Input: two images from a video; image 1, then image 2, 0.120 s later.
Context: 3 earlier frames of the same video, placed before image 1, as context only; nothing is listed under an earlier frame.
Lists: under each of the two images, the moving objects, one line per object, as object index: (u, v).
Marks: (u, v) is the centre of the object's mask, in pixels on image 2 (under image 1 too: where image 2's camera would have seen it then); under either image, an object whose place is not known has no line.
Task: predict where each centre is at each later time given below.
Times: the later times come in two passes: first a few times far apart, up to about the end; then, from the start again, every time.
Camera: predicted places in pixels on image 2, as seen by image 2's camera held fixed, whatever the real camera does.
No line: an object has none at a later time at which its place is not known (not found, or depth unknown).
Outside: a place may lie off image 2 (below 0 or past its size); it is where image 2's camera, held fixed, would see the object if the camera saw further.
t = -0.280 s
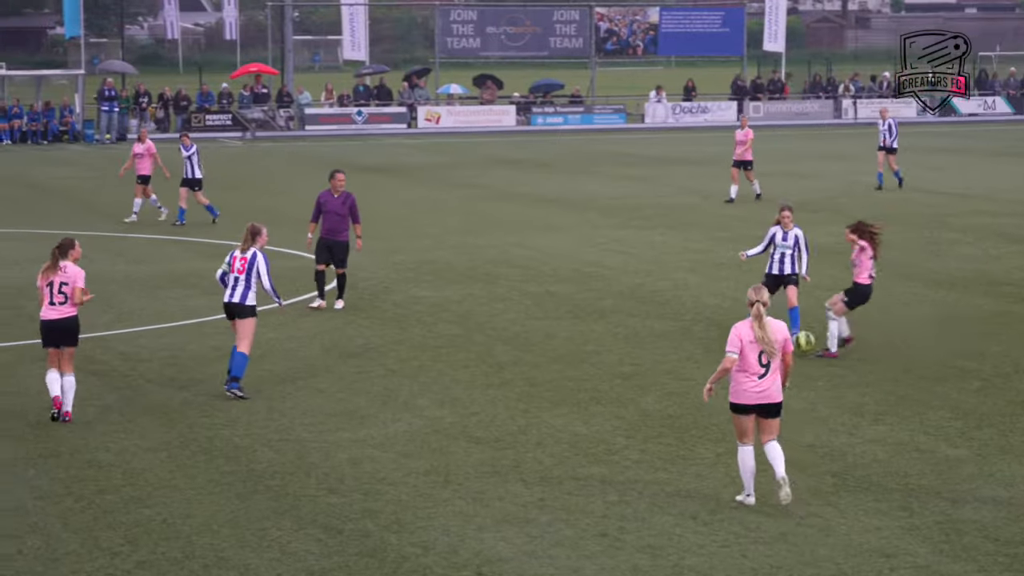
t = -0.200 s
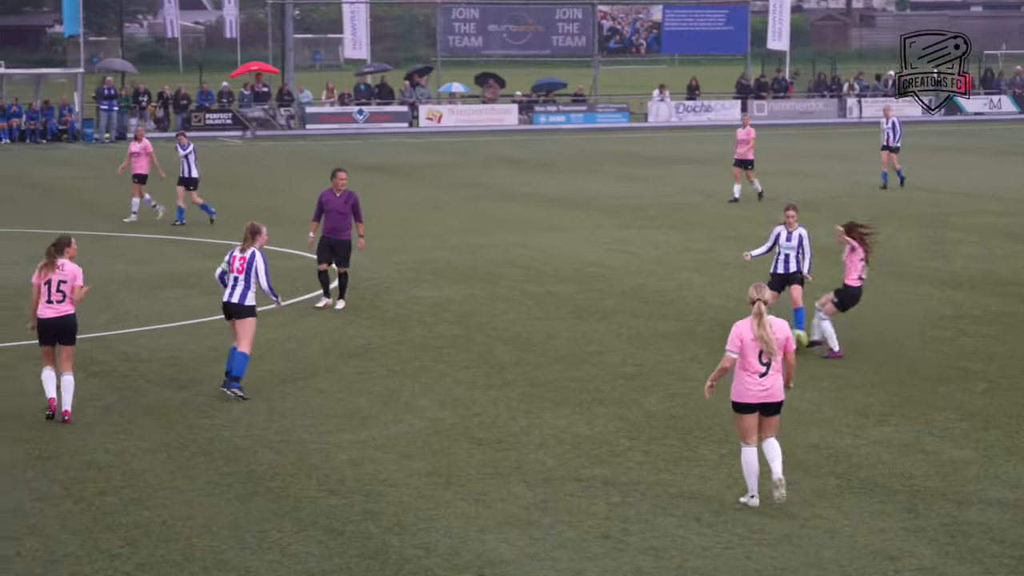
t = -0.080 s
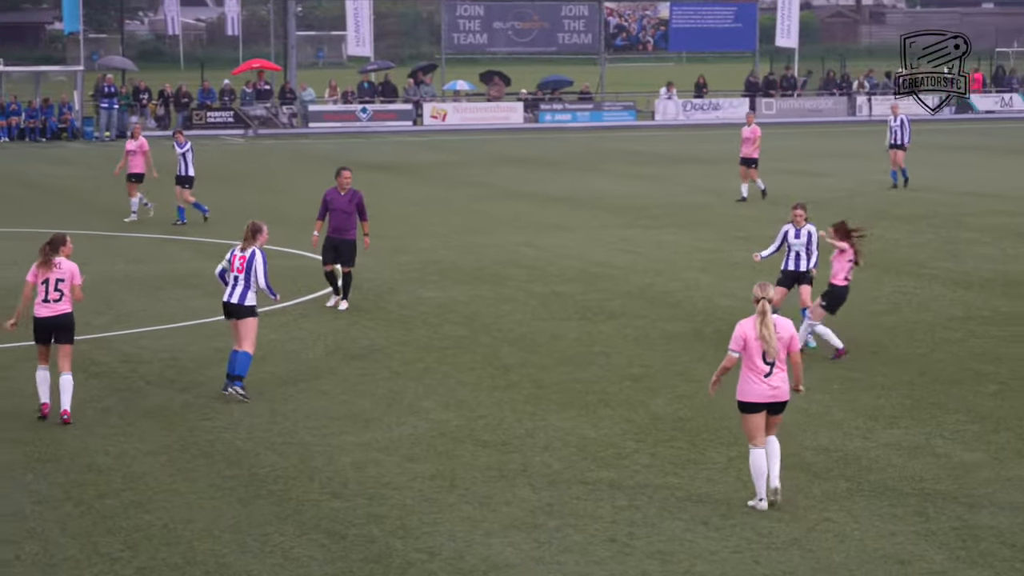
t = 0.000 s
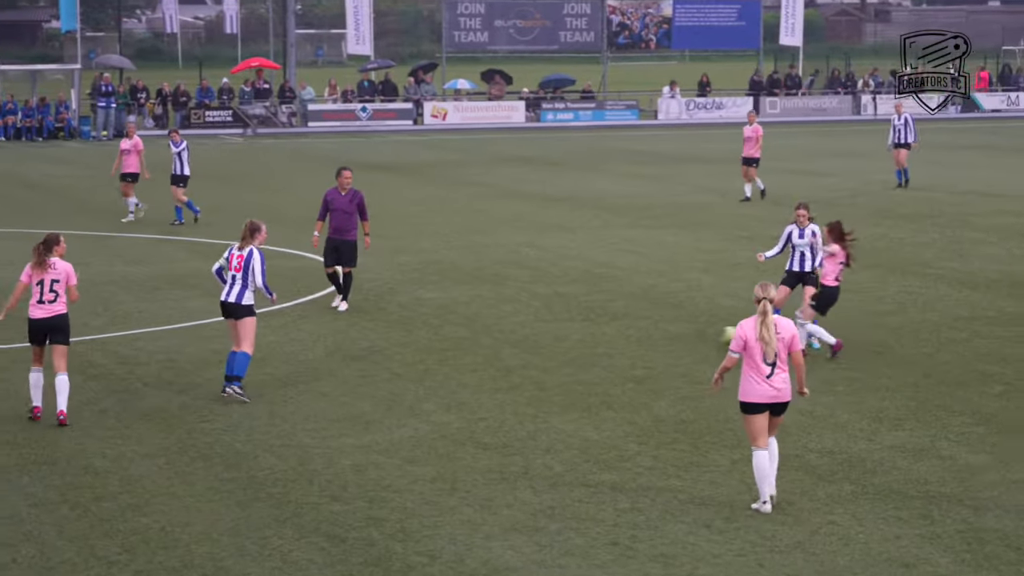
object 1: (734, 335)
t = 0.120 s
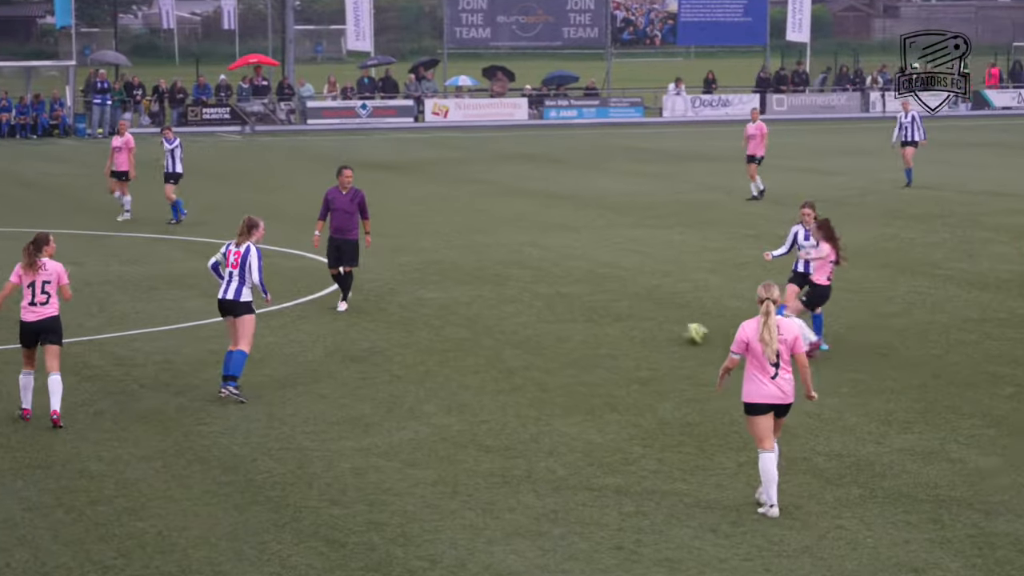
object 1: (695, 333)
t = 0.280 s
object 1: (641, 329)
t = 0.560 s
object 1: (555, 318)
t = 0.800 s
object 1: (488, 312)
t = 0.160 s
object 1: (683, 332)
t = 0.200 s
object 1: (669, 330)
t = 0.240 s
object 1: (656, 329)
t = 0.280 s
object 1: (641, 329)
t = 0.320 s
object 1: (628, 328)
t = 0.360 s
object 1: (616, 328)
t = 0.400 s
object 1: (603, 326)
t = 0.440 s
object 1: (591, 323)
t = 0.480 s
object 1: (579, 322)
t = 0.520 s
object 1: (567, 320)
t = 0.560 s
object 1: (555, 318)
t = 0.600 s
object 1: (543, 318)
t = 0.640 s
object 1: (532, 319)
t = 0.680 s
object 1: (521, 318)
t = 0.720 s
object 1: (509, 316)
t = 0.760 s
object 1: (498, 314)
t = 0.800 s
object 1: (488, 312)
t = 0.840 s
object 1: (477, 311)
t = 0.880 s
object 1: (467, 310)
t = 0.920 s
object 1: (457, 310)
